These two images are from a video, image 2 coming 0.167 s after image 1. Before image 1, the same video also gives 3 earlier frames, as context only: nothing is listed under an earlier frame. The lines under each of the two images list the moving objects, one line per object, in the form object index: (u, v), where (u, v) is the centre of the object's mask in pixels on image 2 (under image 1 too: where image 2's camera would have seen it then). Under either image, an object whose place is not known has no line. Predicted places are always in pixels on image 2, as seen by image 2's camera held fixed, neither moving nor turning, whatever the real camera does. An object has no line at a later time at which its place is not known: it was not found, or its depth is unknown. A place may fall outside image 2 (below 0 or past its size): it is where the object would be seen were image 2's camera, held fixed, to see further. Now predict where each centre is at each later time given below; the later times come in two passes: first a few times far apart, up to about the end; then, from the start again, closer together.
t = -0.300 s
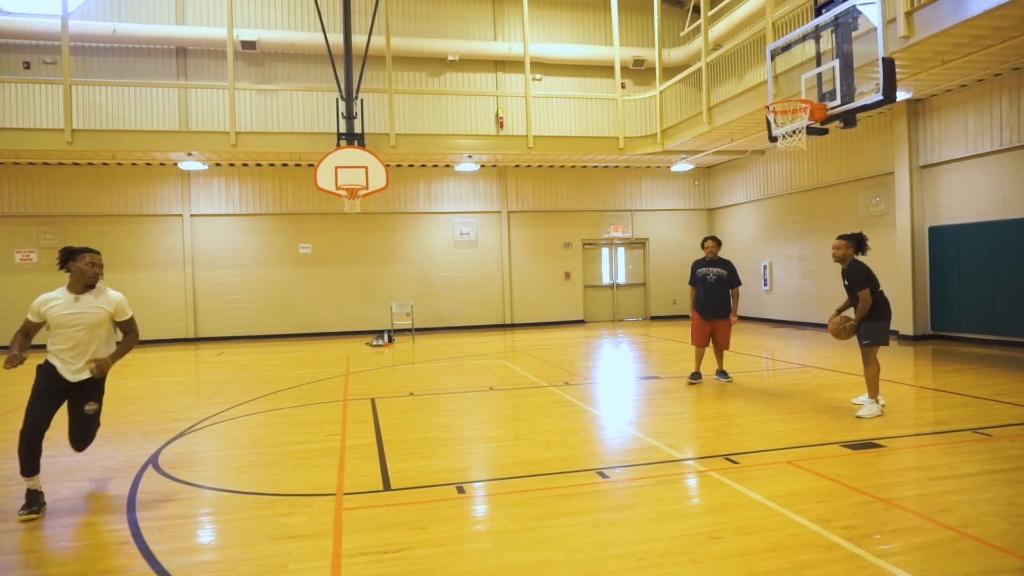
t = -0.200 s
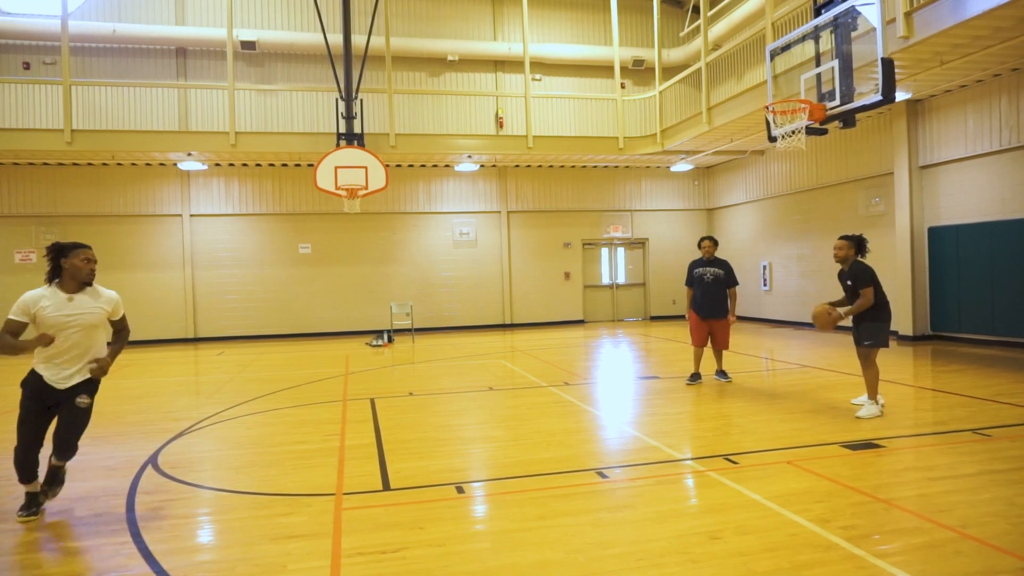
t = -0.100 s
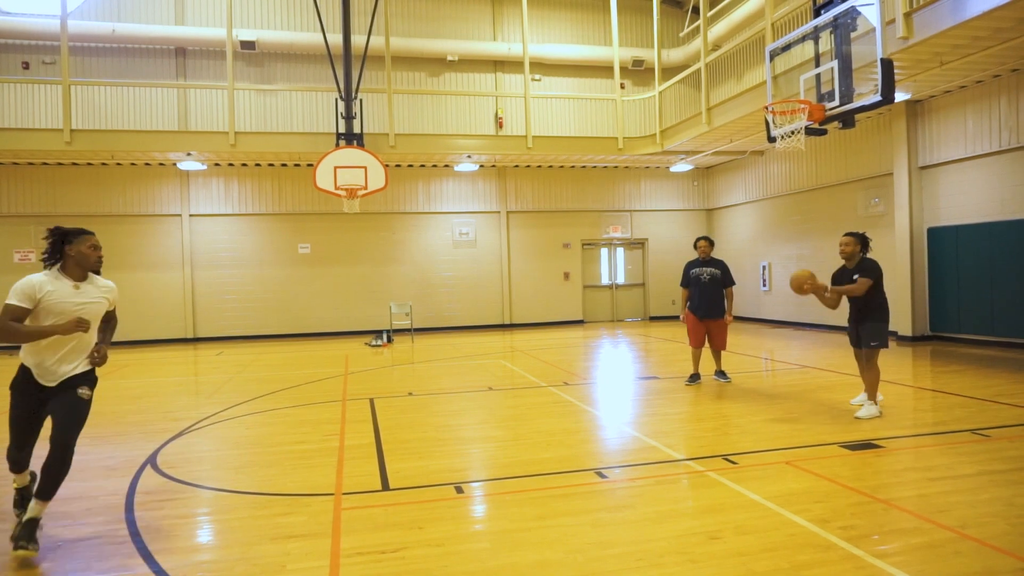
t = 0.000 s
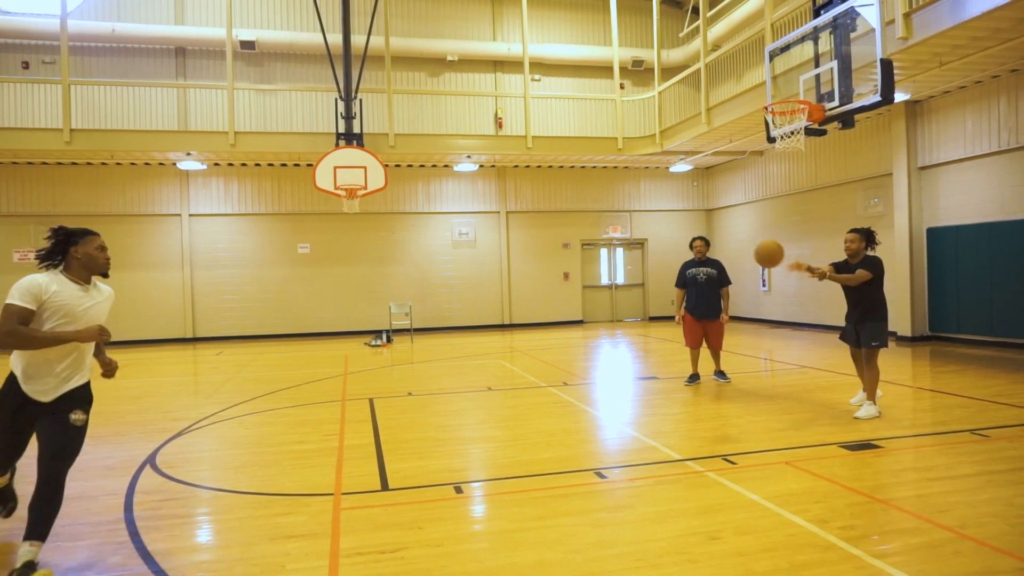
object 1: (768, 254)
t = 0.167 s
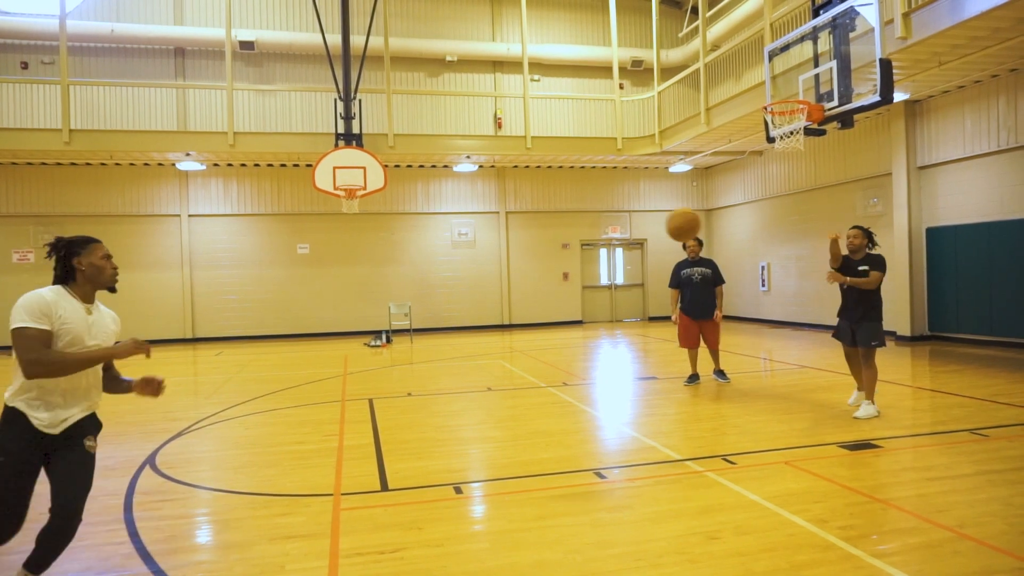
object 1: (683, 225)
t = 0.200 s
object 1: (662, 222)
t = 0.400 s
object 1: (485, 244)
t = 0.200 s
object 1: (662, 222)
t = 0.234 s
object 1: (639, 221)
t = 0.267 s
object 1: (614, 221)
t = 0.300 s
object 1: (586, 223)
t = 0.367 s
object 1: (523, 235)
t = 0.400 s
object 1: (485, 244)
